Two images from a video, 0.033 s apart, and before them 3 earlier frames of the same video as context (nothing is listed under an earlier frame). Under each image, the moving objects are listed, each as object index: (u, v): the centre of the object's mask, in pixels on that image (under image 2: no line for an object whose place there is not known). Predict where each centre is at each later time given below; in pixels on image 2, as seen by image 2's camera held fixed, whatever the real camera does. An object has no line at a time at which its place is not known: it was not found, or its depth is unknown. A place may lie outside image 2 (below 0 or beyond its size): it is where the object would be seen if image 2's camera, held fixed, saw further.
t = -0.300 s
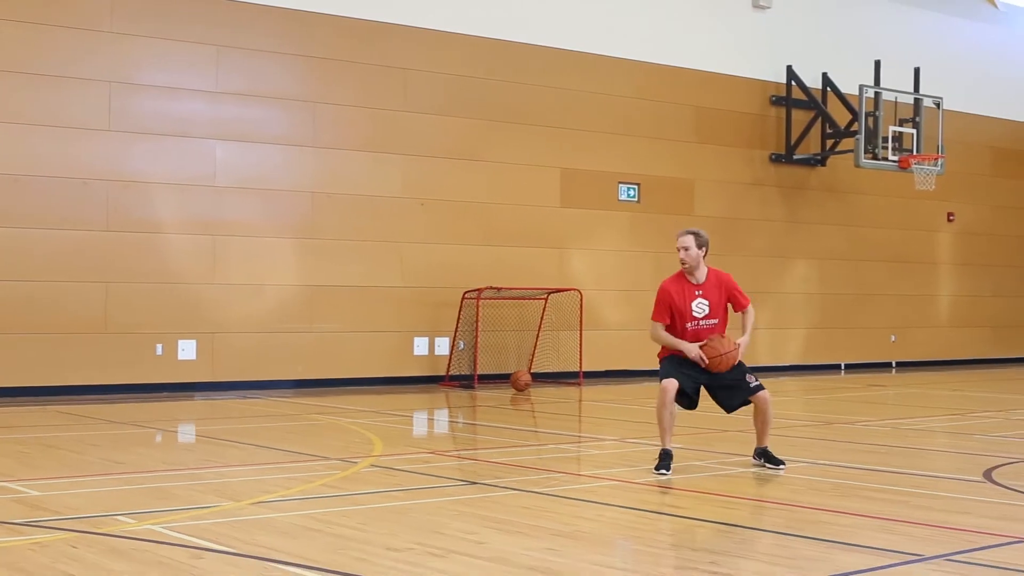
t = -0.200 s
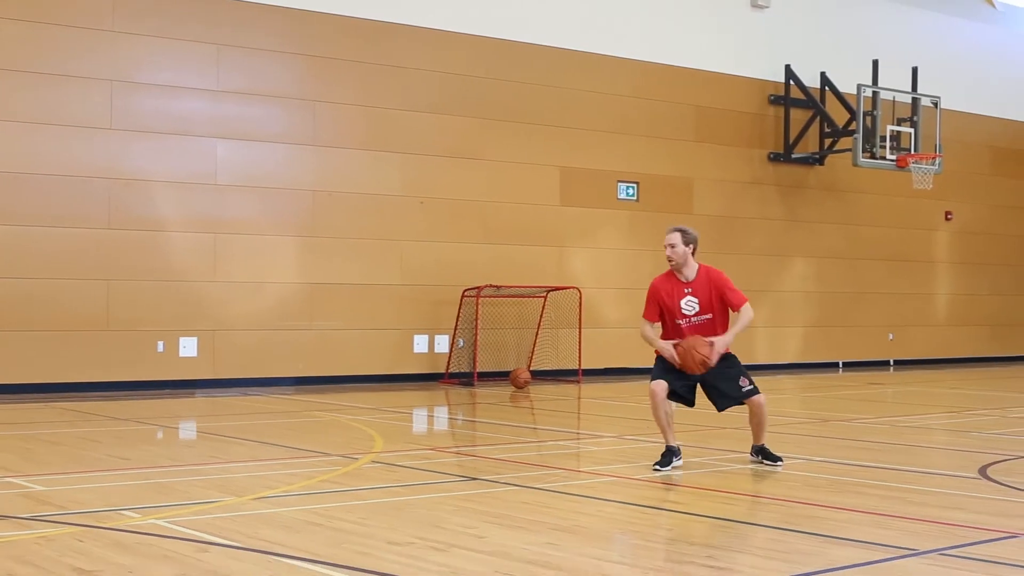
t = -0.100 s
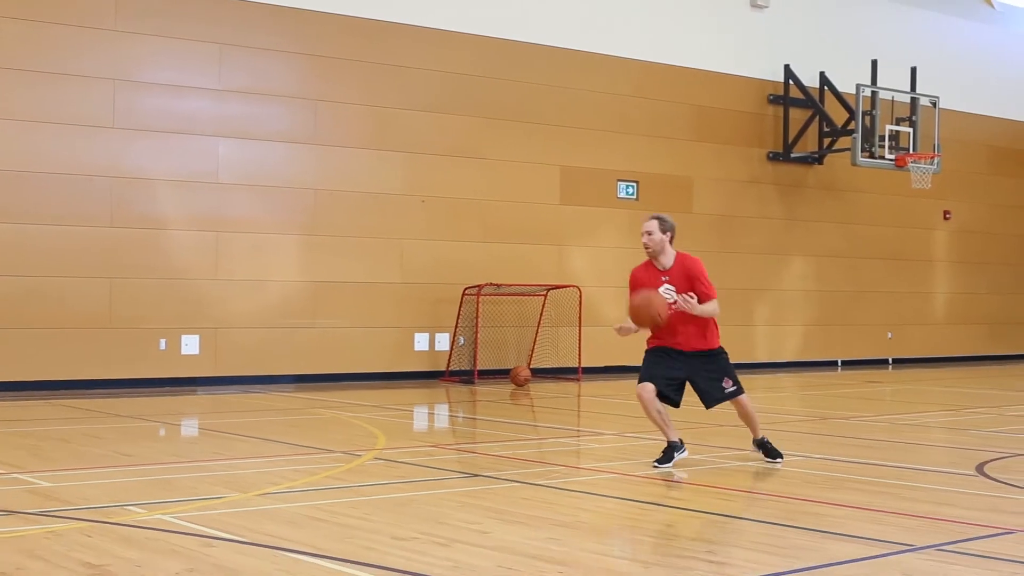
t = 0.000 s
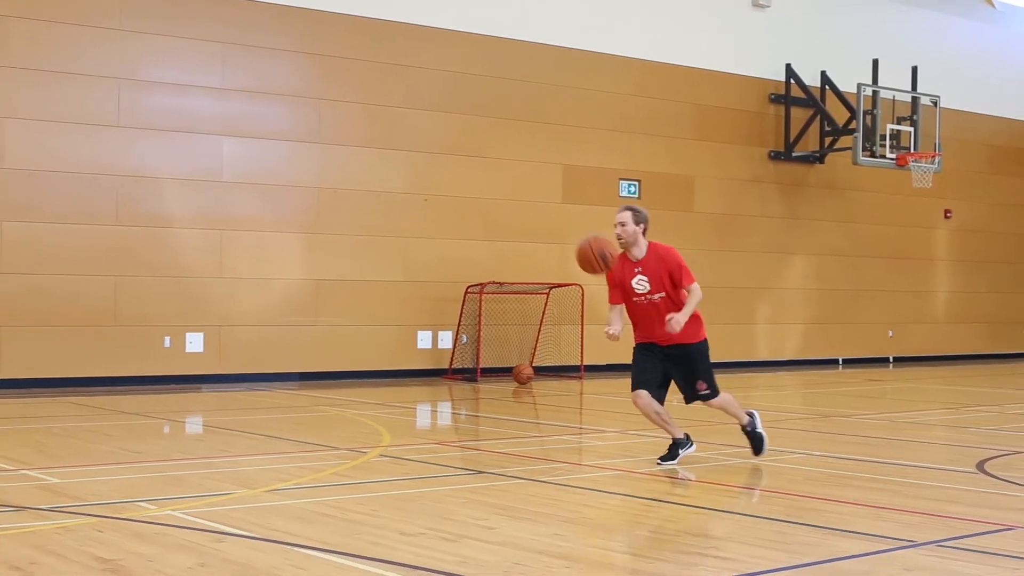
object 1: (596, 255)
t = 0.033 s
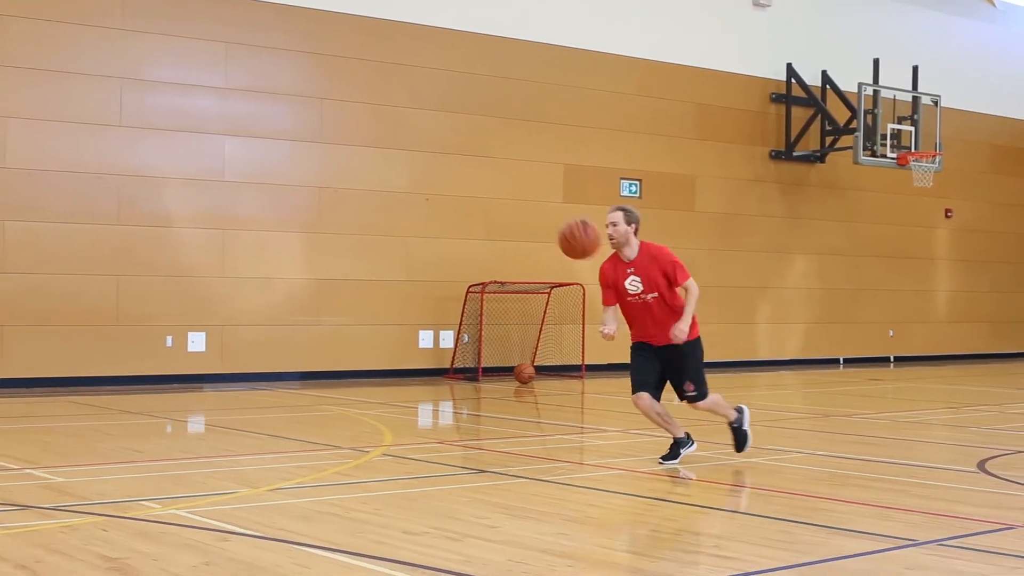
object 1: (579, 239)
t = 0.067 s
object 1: (560, 226)
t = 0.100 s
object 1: (541, 214)
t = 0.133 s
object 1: (520, 204)
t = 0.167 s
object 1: (500, 196)
